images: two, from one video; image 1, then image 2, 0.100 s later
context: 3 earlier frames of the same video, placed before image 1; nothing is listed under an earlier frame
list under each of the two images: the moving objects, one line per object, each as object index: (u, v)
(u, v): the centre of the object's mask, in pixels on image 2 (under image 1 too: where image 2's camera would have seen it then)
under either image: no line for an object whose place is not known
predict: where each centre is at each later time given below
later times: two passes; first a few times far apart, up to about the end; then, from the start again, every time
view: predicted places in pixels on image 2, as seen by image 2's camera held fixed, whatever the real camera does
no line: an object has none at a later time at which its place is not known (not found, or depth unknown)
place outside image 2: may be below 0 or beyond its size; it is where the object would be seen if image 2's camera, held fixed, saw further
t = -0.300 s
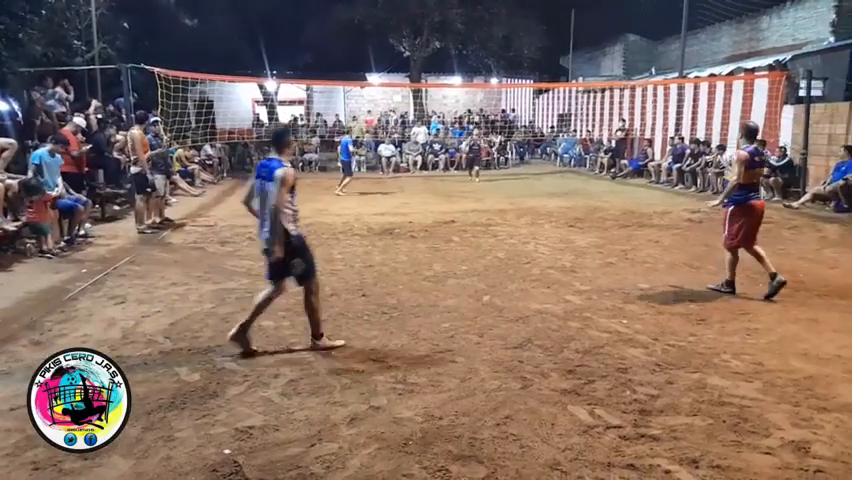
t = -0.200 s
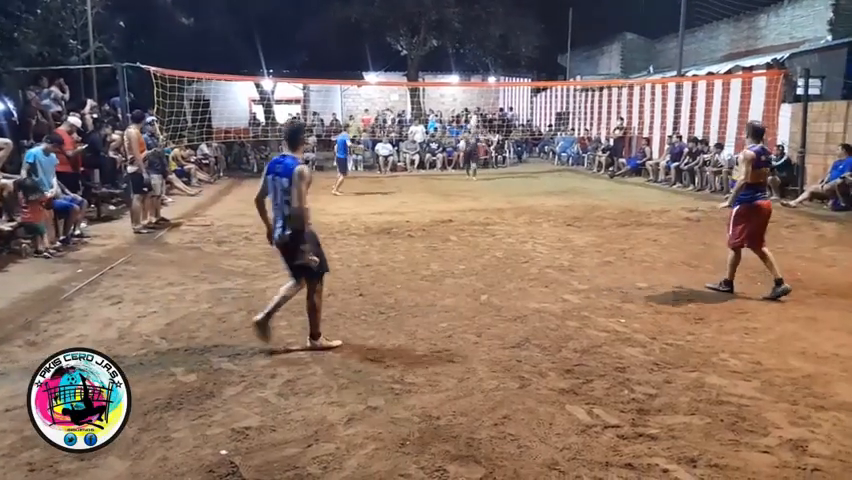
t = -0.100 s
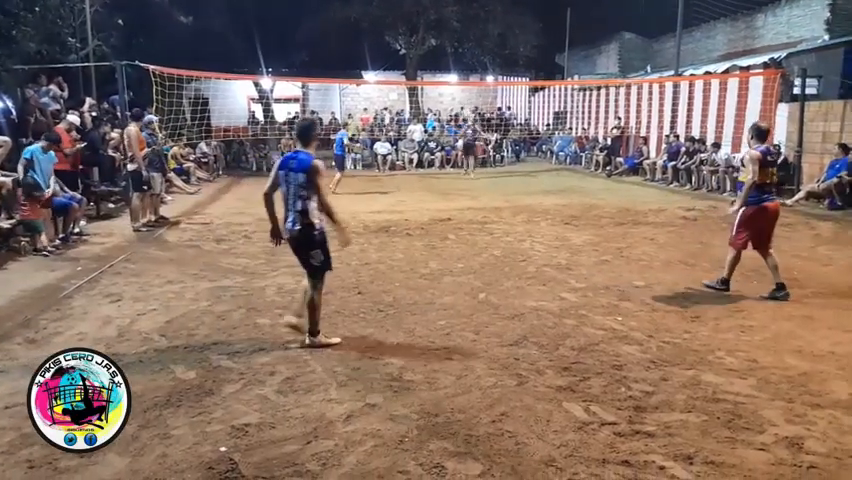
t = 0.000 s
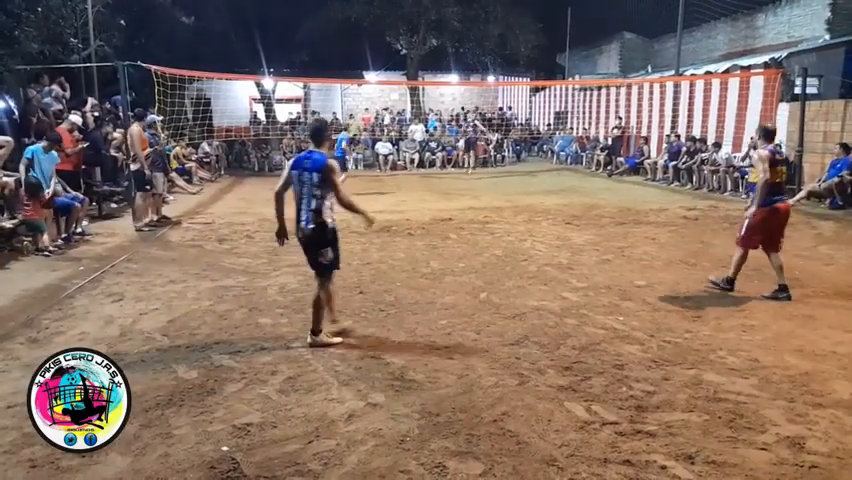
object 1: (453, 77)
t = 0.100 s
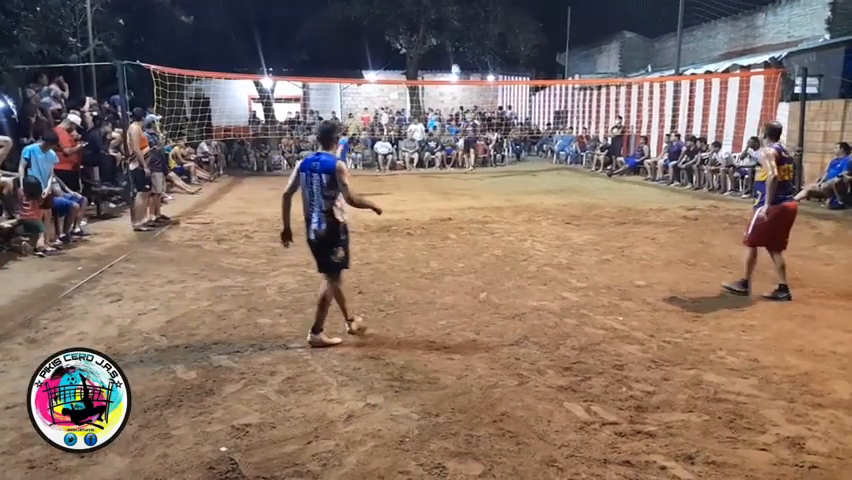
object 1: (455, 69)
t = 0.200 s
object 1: (449, 53)
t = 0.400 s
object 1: (436, 27)
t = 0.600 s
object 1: (424, 17)
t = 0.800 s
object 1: (408, 25)
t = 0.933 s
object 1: (398, 42)
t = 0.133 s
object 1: (453, 63)
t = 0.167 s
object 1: (451, 58)
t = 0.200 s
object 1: (449, 53)
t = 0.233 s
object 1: (447, 47)
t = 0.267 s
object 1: (445, 43)
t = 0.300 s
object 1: (443, 38)
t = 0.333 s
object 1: (441, 34)
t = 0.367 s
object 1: (439, 31)
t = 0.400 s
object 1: (436, 27)
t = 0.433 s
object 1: (434, 24)
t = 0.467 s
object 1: (432, 22)
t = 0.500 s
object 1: (430, 20)
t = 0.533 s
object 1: (428, 18)
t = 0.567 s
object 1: (426, 17)
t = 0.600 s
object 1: (424, 17)
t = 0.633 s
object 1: (421, 17)
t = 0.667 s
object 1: (419, 17)
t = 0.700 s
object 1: (416, 18)
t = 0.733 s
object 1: (414, 20)
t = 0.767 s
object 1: (411, 22)
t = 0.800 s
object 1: (408, 25)
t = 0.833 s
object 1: (406, 28)
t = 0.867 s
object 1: (403, 32)
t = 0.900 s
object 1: (400, 36)
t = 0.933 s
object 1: (398, 42)
